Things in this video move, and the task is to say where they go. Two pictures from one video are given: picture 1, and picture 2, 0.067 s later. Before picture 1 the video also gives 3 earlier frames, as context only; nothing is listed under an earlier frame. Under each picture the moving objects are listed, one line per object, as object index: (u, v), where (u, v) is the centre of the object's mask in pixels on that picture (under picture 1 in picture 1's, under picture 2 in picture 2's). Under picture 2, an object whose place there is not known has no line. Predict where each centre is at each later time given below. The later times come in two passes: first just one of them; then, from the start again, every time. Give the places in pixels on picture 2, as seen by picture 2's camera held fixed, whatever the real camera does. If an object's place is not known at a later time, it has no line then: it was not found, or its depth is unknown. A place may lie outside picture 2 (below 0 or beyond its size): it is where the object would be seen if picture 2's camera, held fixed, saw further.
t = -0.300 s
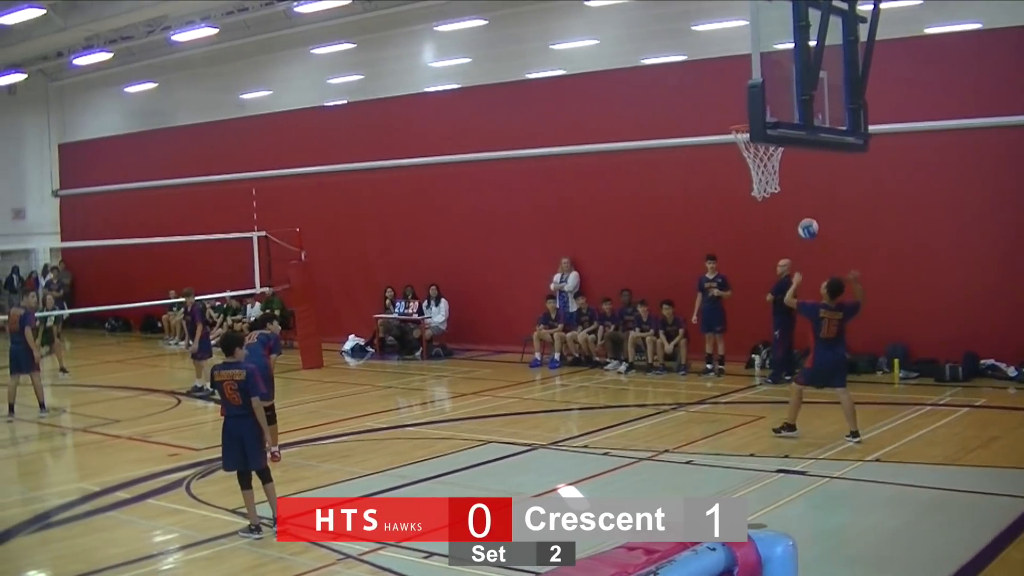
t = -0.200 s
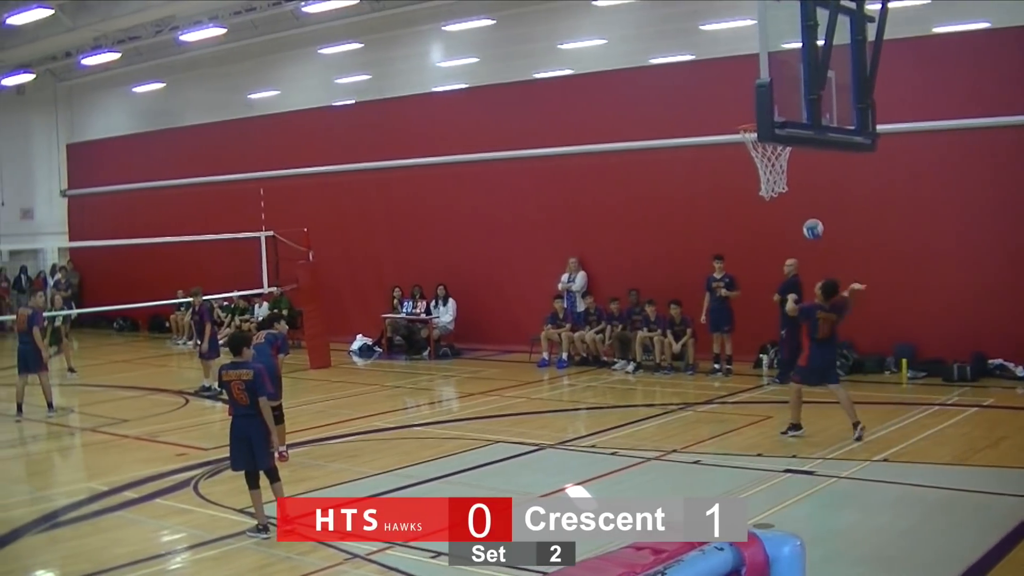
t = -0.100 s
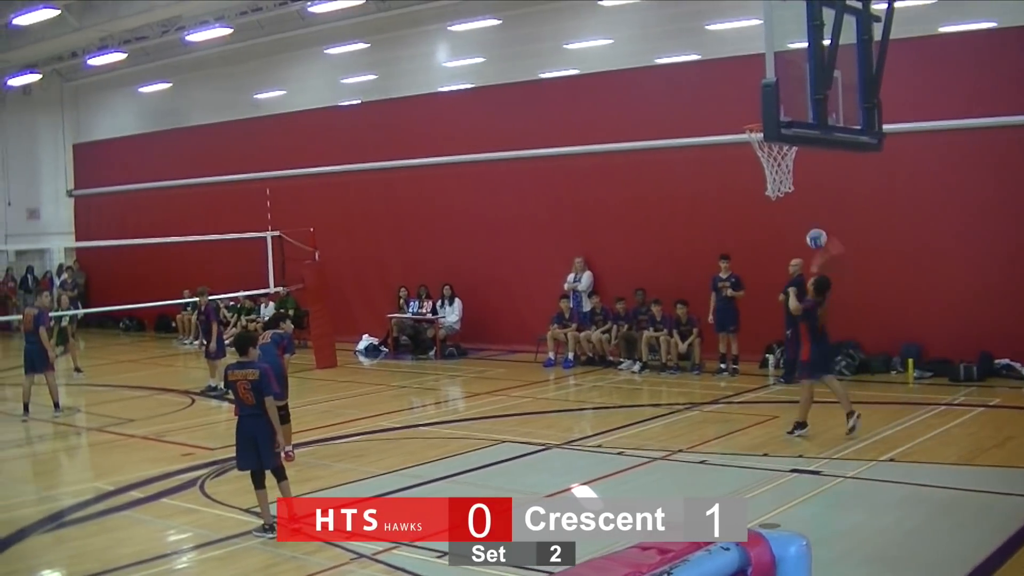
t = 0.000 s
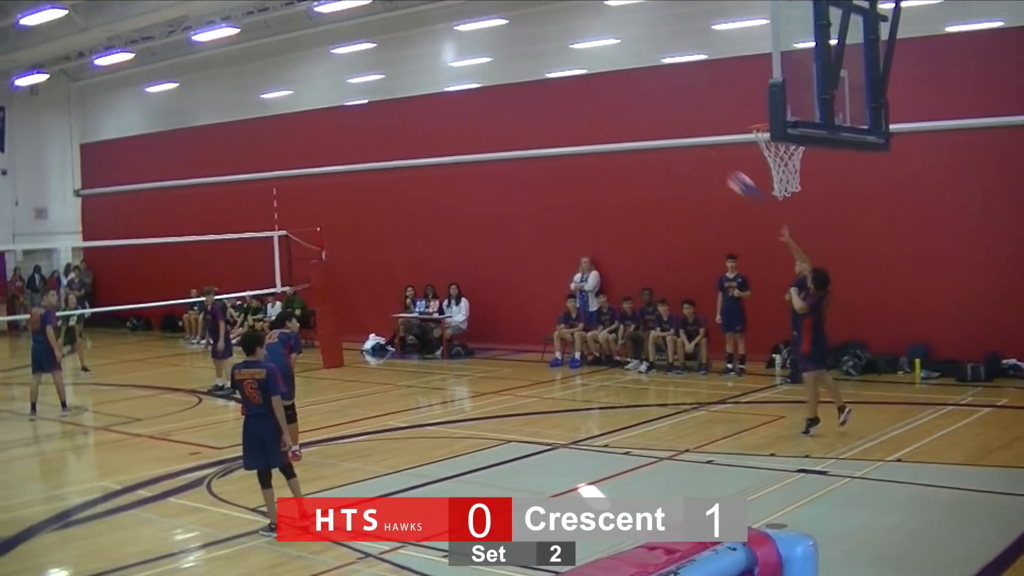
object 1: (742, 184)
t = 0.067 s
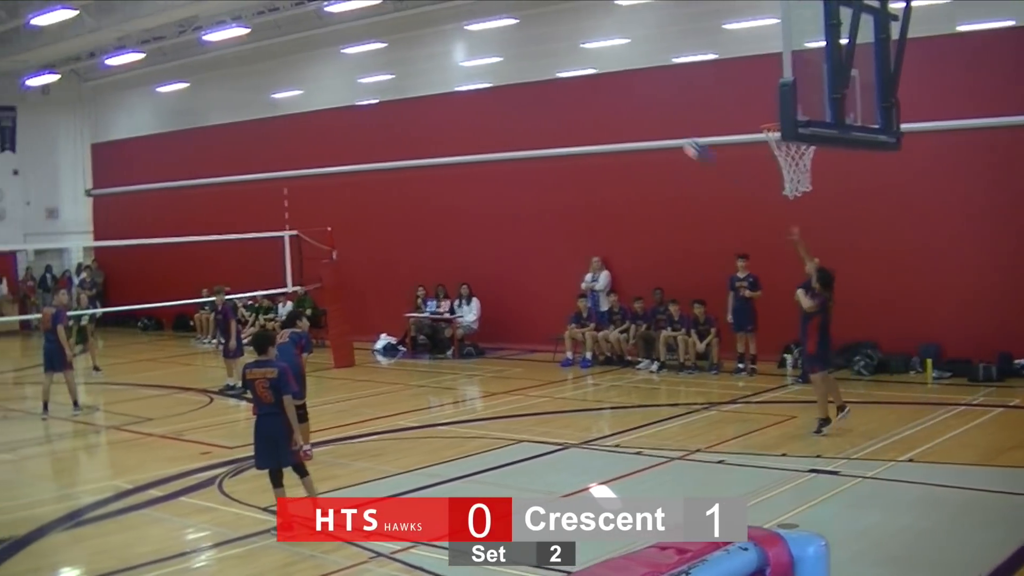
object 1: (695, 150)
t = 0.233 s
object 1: (572, 86)
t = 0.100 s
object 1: (668, 132)
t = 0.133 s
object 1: (642, 120)
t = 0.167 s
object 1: (618, 107)
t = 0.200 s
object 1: (594, 96)
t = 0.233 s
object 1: (572, 86)
